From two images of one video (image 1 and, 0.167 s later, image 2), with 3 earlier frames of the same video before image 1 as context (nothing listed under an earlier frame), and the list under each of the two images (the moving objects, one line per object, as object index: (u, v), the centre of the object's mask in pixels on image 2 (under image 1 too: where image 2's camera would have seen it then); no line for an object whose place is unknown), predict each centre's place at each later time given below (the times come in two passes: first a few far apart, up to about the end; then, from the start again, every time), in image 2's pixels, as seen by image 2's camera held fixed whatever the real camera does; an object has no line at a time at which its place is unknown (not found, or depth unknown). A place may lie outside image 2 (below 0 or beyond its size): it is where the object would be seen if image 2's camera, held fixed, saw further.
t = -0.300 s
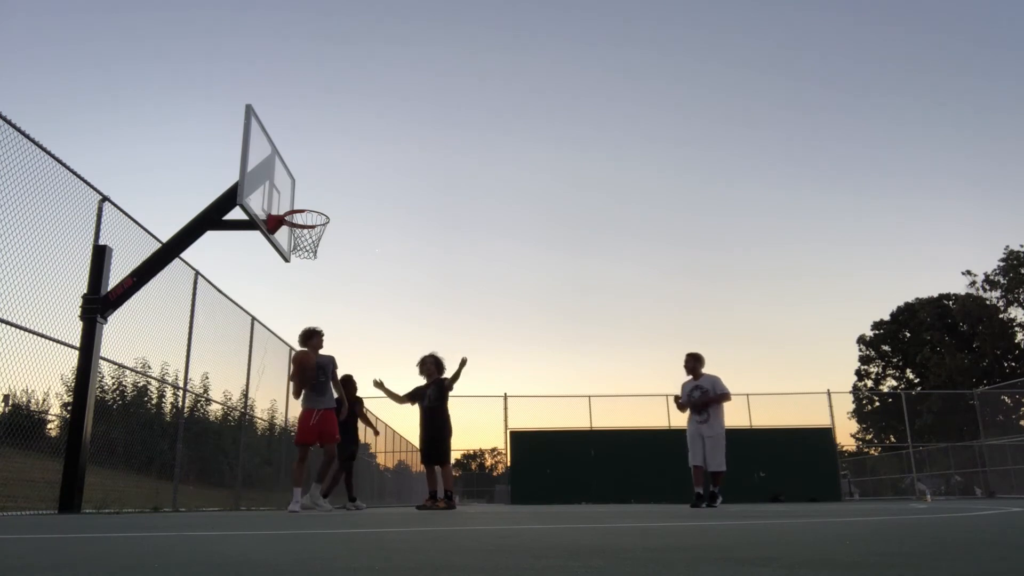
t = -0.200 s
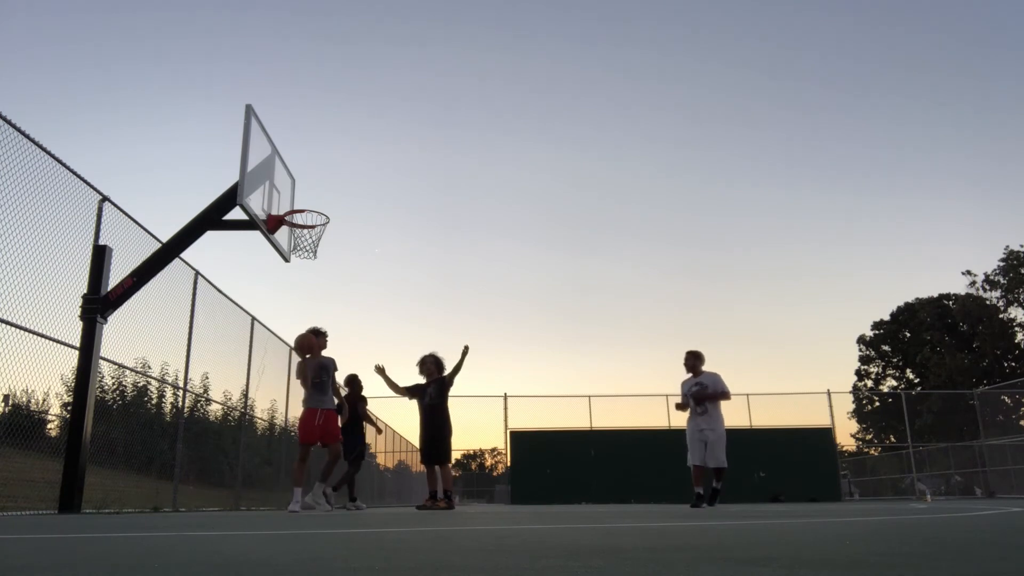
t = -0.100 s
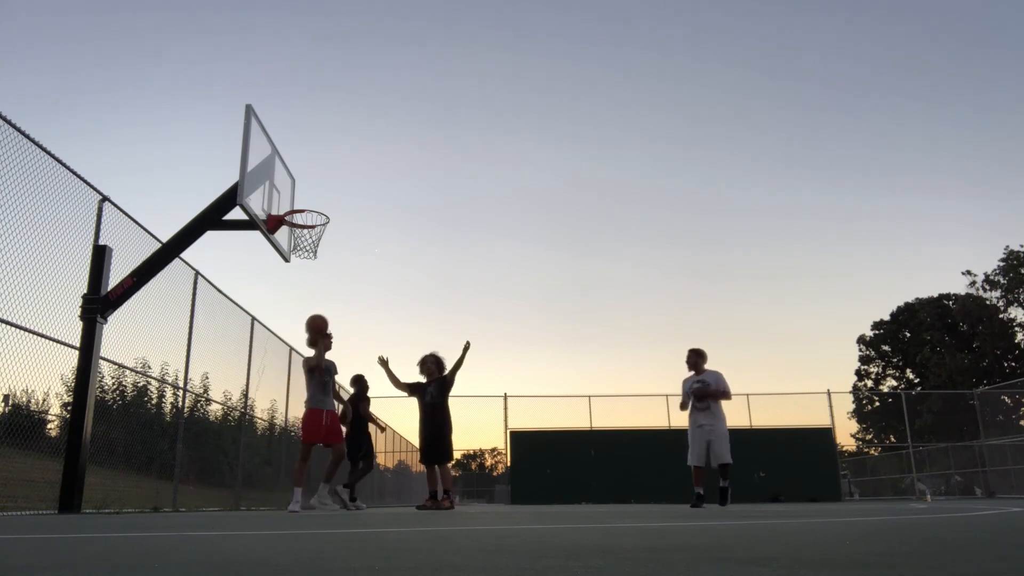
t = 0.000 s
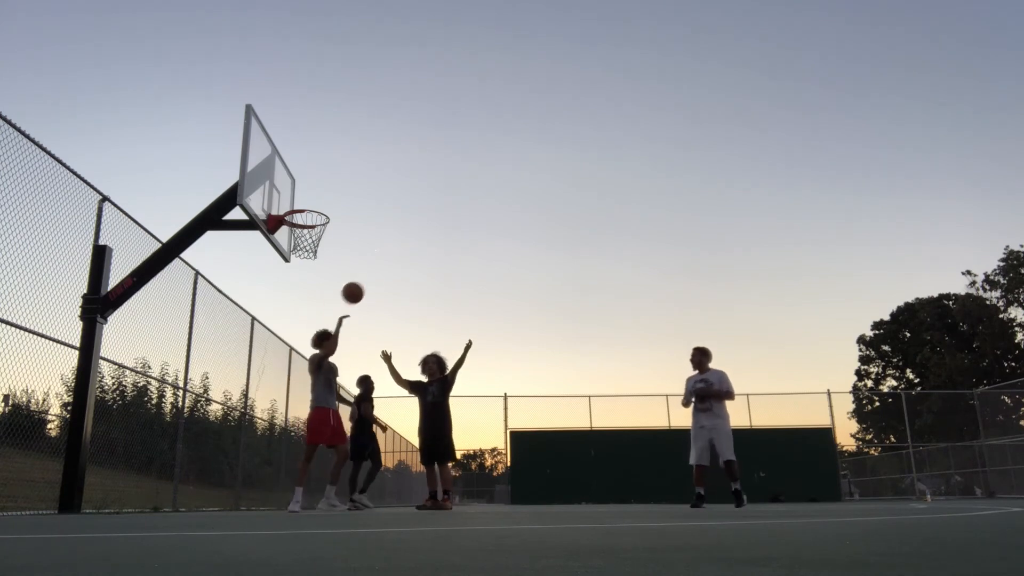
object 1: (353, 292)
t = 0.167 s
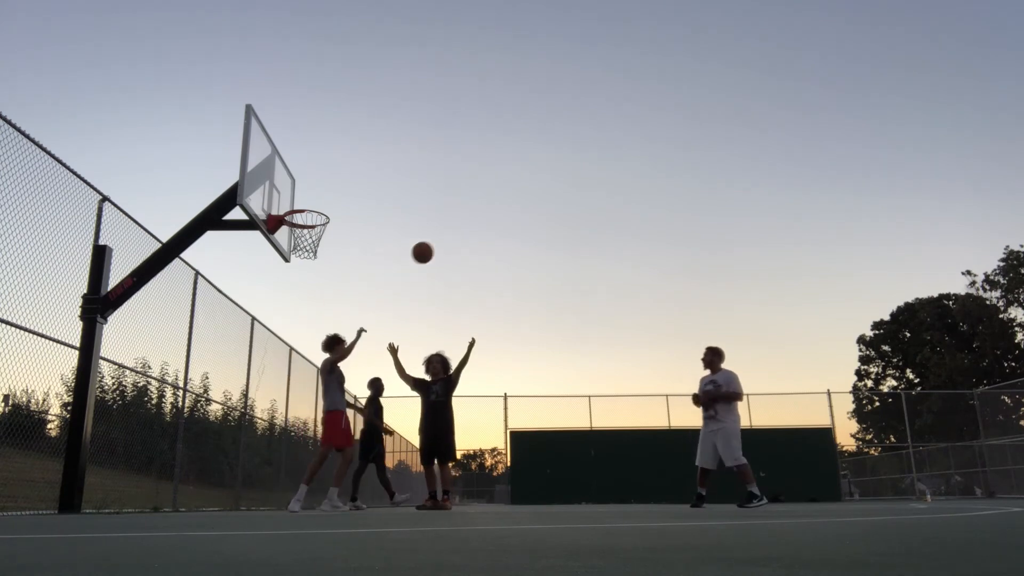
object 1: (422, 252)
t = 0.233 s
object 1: (450, 243)
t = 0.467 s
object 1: (545, 240)
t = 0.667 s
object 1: (628, 275)
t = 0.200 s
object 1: (436, 247)
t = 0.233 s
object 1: (450, 243)
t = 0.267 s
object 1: (464, 240)
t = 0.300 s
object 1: (477, 238)
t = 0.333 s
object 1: (490, 237)
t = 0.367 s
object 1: (504, 236)
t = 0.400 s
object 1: (518, 237)
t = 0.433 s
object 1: (531, 238)
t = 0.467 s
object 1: (545, 240)
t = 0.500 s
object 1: (558, 244)
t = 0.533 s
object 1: (573, 248)
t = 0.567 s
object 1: (586, 253)
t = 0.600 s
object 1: (600, 260)
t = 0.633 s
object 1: (614, 267)
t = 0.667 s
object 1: (628, 275)
